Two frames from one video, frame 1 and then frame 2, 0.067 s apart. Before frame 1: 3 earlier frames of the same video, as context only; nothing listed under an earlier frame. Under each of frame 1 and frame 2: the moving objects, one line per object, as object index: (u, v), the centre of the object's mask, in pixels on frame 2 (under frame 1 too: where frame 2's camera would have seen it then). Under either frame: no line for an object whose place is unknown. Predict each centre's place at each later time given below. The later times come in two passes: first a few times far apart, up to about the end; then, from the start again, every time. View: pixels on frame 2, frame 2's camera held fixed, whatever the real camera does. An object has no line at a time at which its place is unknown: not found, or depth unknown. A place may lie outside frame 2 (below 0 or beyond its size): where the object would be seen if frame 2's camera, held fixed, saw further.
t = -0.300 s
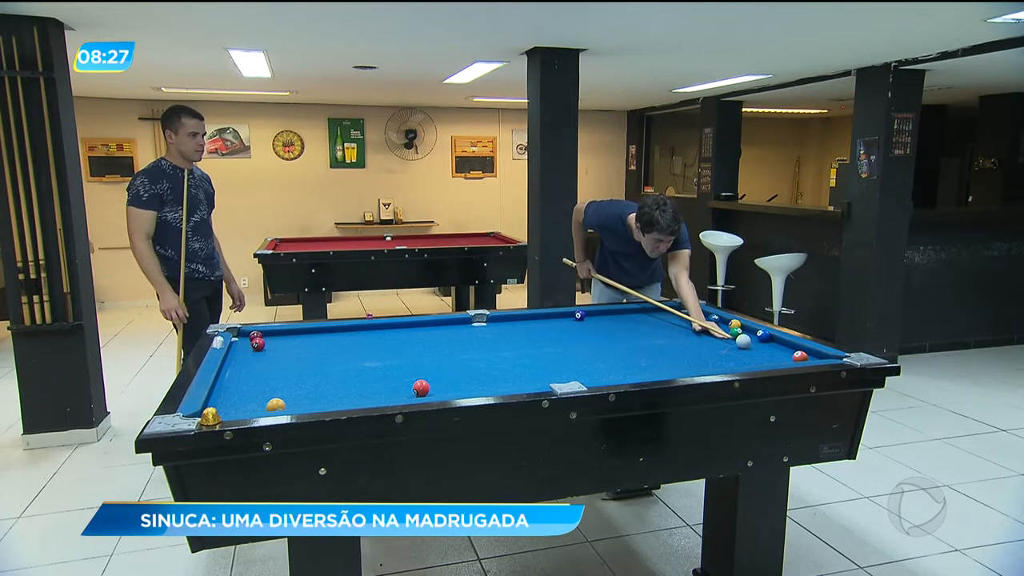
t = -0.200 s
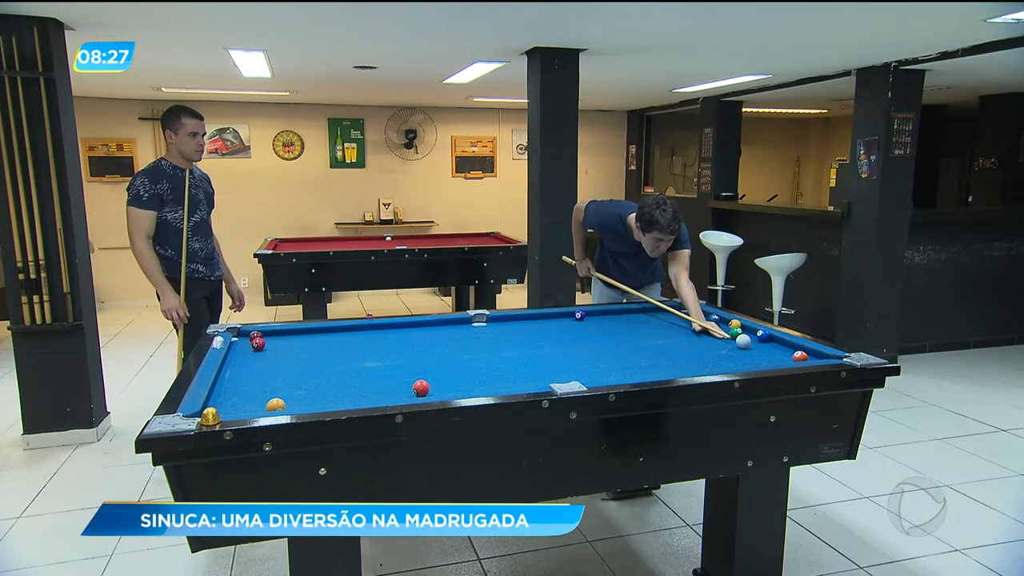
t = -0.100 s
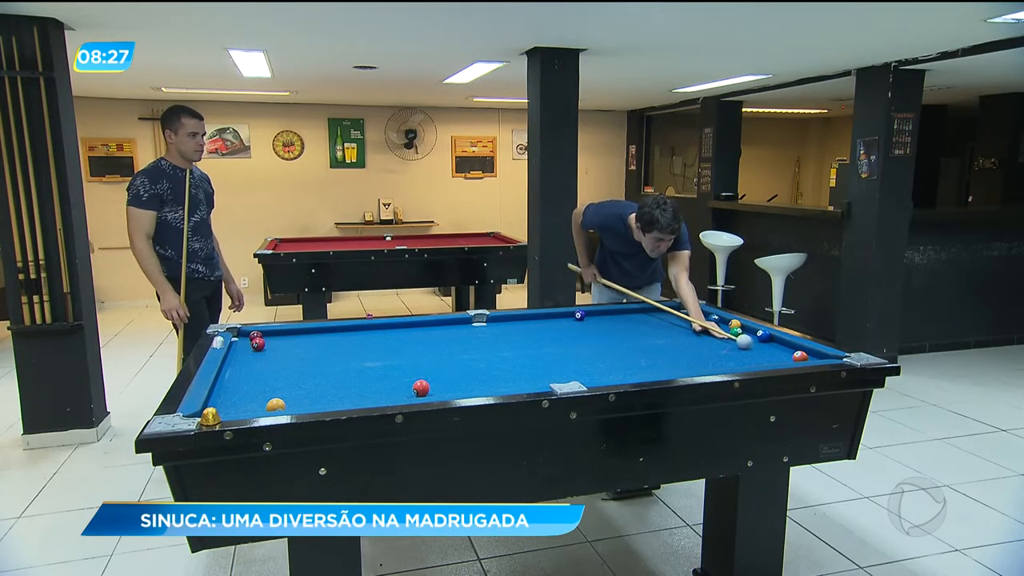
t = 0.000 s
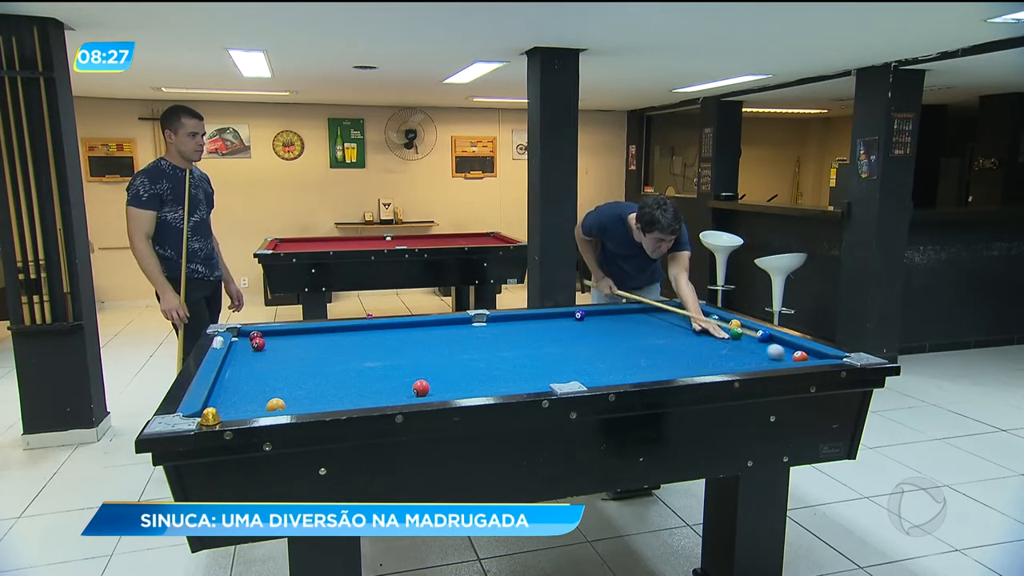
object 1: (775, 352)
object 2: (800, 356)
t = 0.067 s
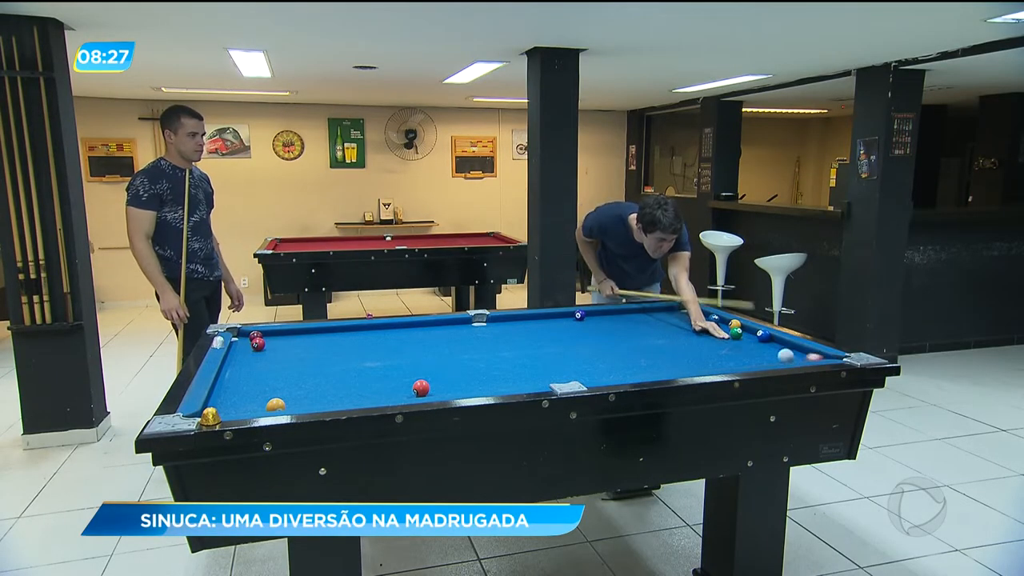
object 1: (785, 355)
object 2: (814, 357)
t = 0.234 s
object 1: (787, 359)
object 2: (809, 353)
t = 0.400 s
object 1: (766, 357)
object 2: (791, 347)
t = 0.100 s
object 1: (787, 356)
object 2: (817, 356)
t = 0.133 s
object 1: (789, 357)
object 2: (815, 355)
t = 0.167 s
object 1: (791, 359)
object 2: (813, 354)
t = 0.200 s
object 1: (791, 359)
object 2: (811, 353)
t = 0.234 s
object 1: (787, 359)
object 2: (809, 353)
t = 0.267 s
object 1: (783, 359)
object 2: (807, 351)
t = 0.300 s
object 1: (778, 358)
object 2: (804, 350)
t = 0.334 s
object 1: (774, 358)
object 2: (800, 349)
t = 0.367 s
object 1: (770, 357)
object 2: (795, 348)
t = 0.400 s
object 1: (766, 357)
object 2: (791, 347)
